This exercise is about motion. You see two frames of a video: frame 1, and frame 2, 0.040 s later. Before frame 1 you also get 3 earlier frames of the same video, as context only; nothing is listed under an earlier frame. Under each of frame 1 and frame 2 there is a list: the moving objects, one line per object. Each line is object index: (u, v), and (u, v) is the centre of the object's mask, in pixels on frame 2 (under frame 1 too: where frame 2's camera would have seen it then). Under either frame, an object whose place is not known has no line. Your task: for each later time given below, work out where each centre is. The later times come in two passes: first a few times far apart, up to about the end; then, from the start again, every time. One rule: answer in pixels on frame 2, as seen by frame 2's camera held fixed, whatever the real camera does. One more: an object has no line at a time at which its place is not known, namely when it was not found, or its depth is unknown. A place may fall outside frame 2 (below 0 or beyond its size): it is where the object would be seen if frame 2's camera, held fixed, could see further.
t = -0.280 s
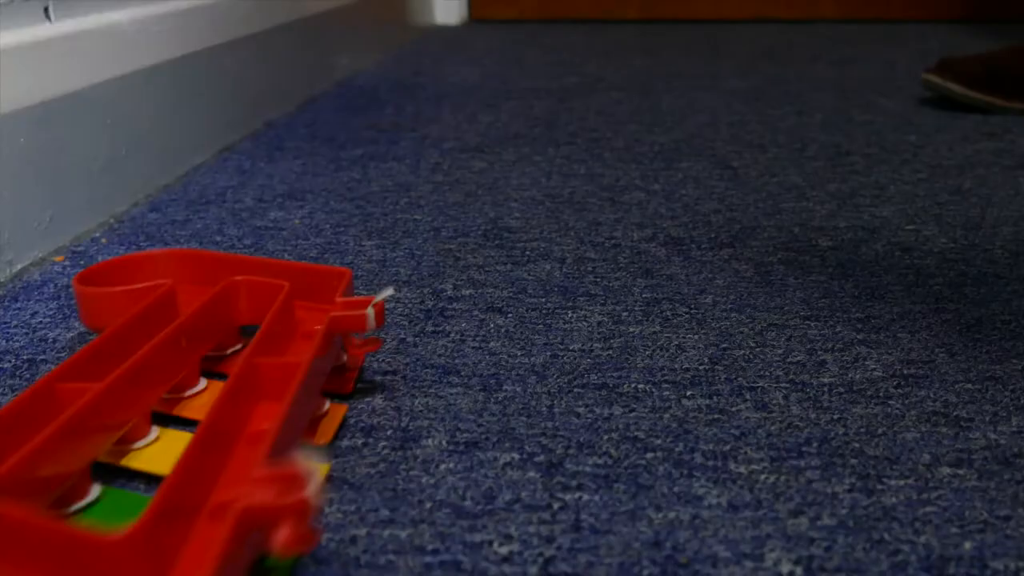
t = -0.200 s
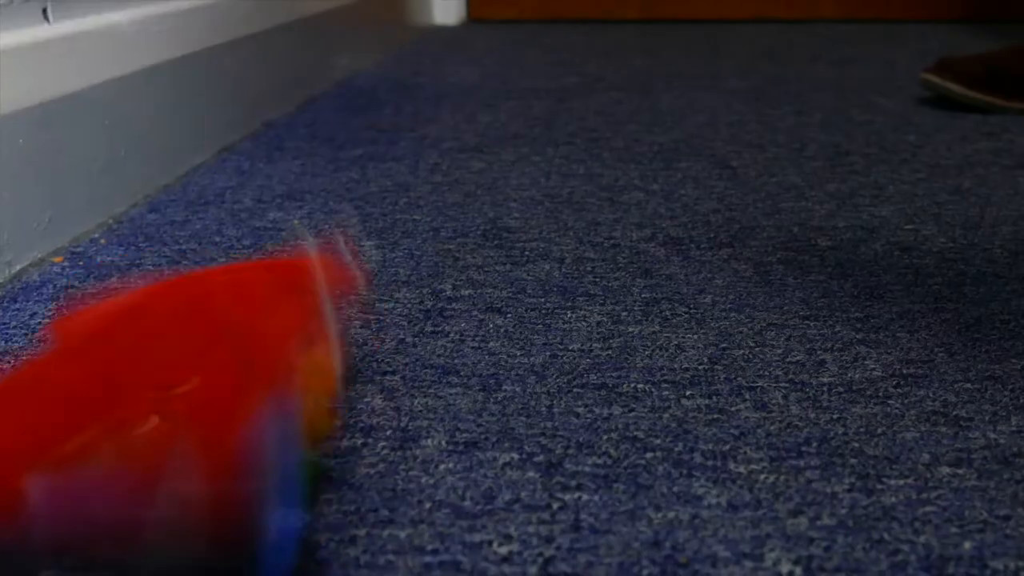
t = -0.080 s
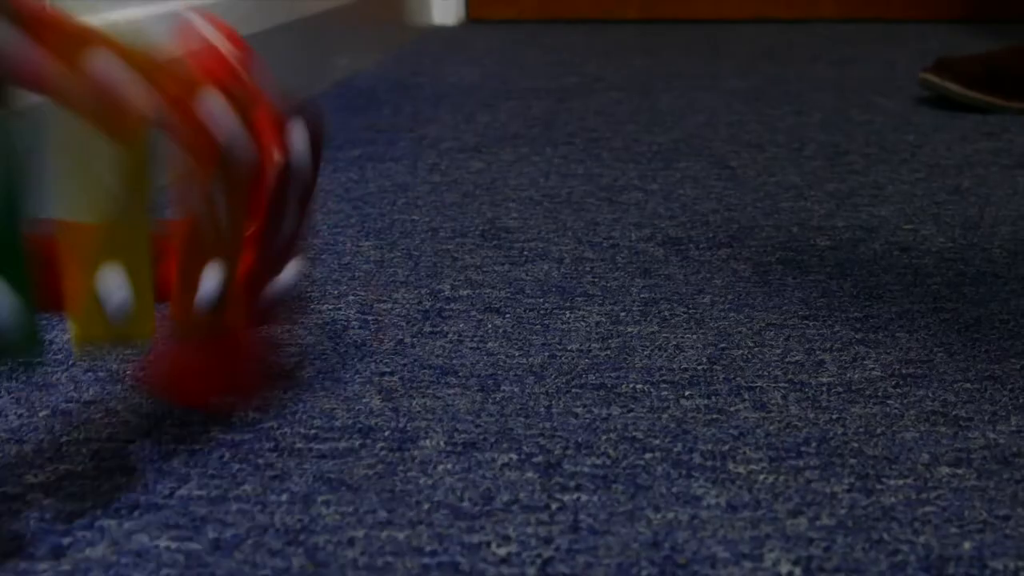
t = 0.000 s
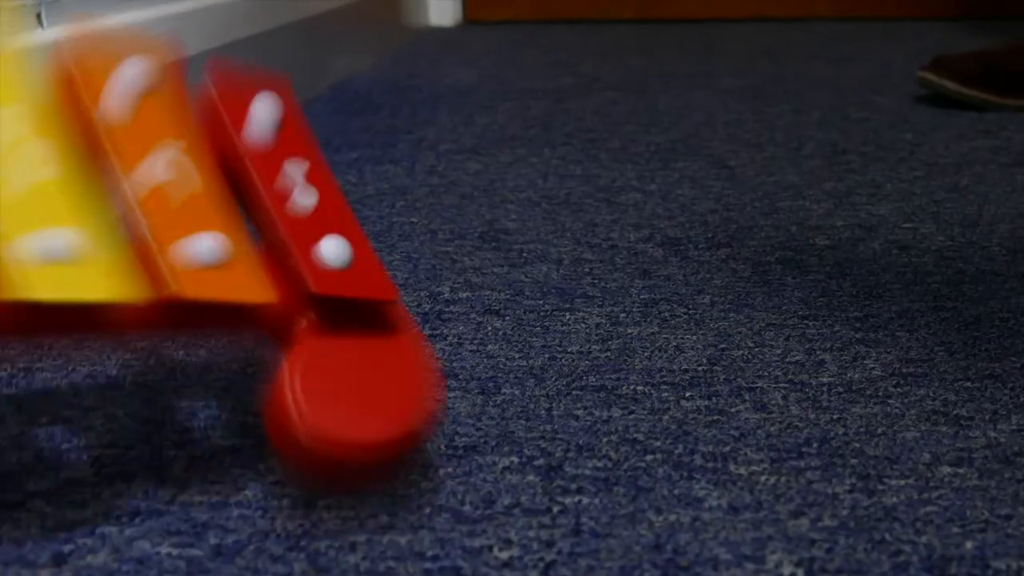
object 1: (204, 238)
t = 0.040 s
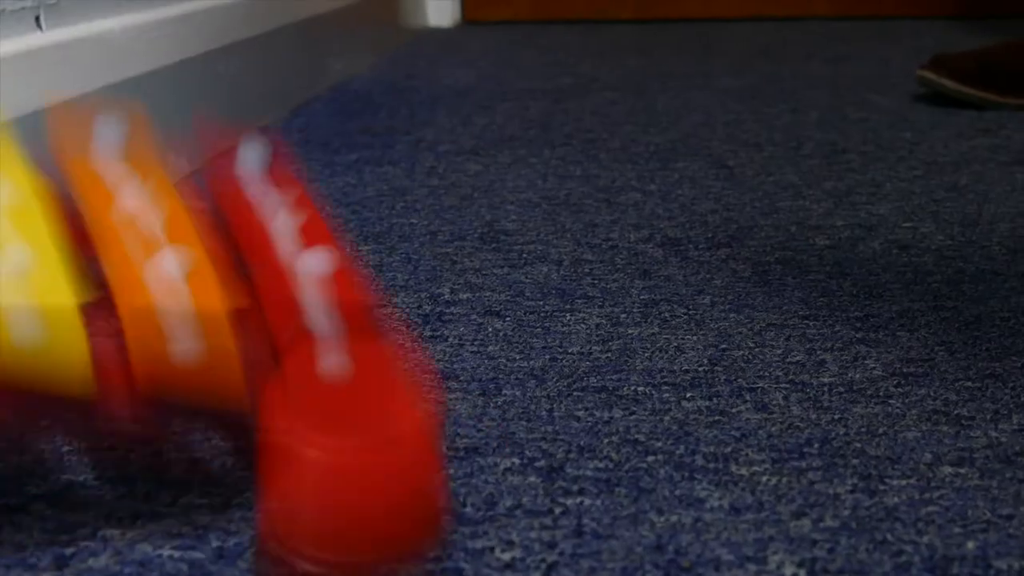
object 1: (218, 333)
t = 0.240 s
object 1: (246, 403)
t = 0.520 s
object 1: (220, 410)
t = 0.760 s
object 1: (218, 410)
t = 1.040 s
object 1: (226, 407)
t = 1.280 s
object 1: (223, 408)
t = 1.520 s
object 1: (222, 408)
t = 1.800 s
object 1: (219, 410)
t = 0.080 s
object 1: (226, 384)
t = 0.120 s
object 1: (248, 403)
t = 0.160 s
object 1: (258, 399)
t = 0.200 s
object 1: (252, 399)
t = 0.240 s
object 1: (246, 403)
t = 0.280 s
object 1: (241, 406)
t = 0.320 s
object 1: (237, 407)
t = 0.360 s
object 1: (233, 408)
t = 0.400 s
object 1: (230, 409)
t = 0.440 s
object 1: (227, 409)
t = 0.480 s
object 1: (224, 410)
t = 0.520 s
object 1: (220, 410)
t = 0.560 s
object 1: (218, 410)
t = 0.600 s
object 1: (216, 411)
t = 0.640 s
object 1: (215, 411)
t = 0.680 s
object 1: (215, 411)
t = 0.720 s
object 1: (216, 410)
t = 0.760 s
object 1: (218, 410)
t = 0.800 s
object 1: (220, 409)
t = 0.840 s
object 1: (221, 409)
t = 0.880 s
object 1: (223, 408)
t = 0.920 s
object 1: (224, 408)
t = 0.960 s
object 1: (225, 408)
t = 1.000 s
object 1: (226, 407)
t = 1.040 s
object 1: (226, 407)
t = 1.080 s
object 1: (226, 407)
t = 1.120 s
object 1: (225, 408)
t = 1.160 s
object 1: (225, 408)
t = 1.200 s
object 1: (224, 408)
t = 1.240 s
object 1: (223, 408)
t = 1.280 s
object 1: (223, 408)
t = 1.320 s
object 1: (223, 408)
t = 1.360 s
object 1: (223, 408)
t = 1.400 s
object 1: (222, 409)
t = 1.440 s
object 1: (222, 409)
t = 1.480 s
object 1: (222, 408)
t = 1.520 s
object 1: (222, 408)
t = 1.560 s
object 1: (222, 408)
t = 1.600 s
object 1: (222, 408)
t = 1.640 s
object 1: (221, 409)
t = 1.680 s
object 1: (221, 409)
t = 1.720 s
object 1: (221, 409)
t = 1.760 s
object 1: (220, 409)
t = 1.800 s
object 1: (219, 410)
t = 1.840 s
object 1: (218, 410)
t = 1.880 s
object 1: (217, 410)
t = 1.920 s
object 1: (216, 410)
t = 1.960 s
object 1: (216, 410)
